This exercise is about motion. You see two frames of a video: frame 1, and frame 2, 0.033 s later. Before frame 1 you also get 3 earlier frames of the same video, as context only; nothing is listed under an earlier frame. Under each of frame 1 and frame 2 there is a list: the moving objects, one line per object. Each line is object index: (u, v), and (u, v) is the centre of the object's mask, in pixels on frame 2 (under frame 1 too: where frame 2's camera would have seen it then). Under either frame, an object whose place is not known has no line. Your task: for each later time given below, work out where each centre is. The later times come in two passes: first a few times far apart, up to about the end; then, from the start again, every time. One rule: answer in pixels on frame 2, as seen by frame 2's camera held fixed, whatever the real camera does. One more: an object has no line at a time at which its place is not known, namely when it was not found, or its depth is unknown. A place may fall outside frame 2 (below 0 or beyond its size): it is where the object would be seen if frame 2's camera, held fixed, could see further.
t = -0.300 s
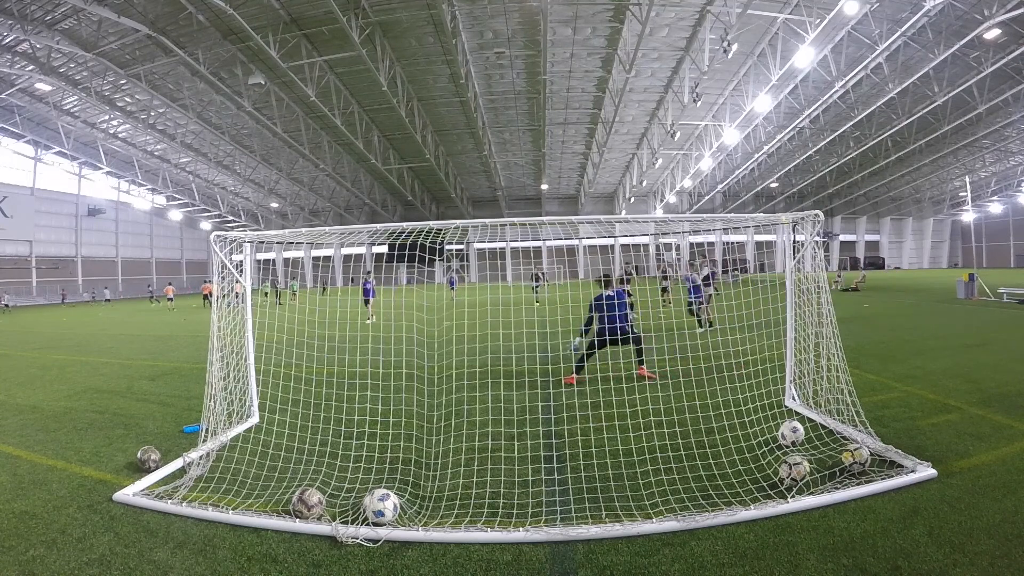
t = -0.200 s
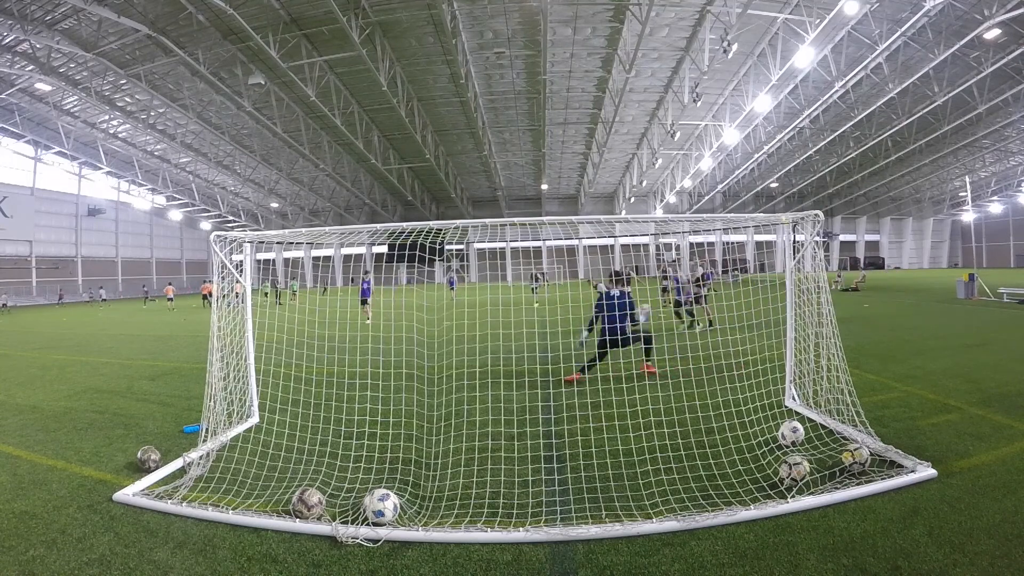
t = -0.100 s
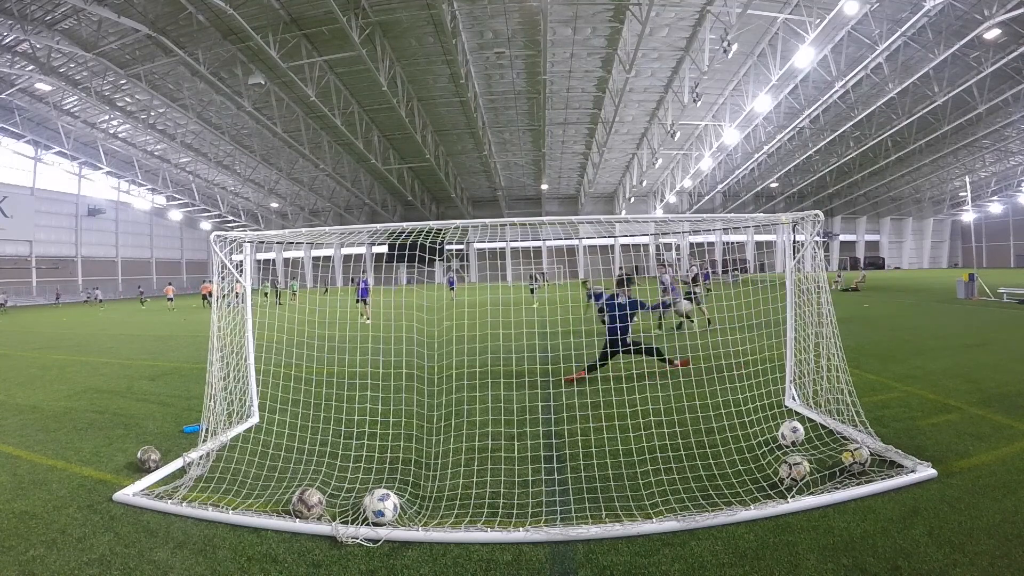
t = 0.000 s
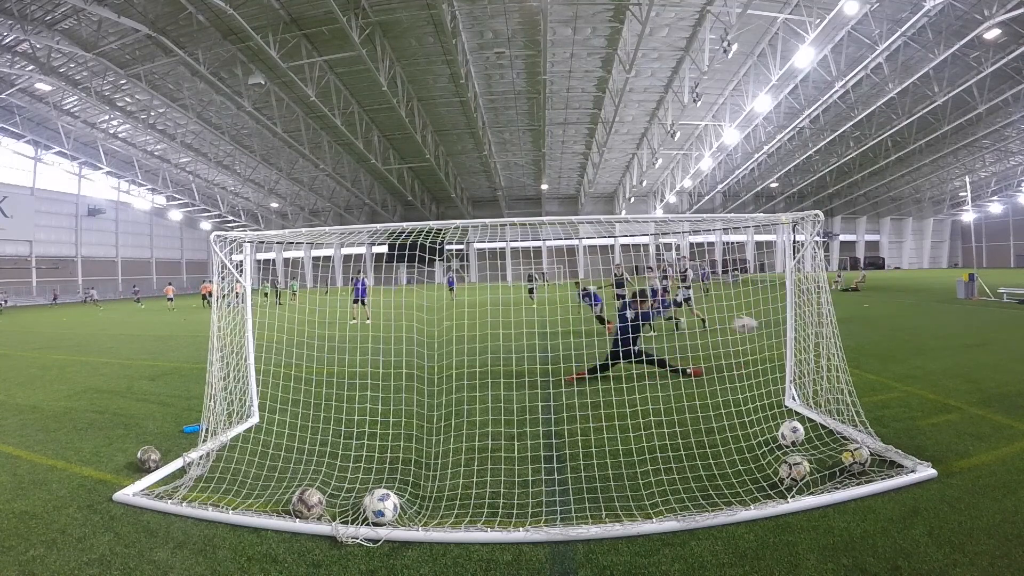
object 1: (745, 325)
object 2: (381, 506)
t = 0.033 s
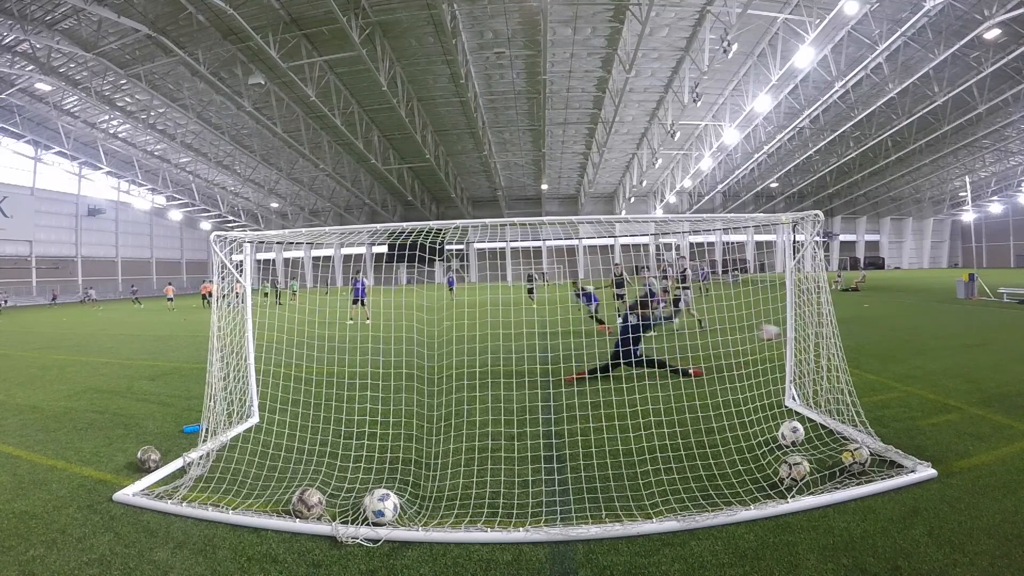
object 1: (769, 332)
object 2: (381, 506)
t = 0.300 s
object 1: (735, 438)
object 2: (381, 506)
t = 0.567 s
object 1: (647, 462)
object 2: (381, 506)
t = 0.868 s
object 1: (526, 511)
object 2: (381, 506)
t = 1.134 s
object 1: (439, 502)
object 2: (381, 506)
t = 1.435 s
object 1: (413, 487)
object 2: (360, 509)
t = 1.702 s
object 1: (404, 472)
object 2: (352, 509)
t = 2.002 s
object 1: (395, 459)
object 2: (353, 509)
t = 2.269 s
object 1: (390, 452)
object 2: (353, 509)
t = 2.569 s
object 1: (387, 445)
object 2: (353, 509)
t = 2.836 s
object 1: (385, 441)
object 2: (353, 509)
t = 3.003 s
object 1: (385, 438)
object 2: (353, 509)
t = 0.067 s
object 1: (778, 342)
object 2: (381, 506)
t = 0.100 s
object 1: (774, 350)
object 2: (381, 506)
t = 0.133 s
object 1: (769, 358)
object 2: (381, 506)
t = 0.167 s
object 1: (763, 369)
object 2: (381, 506)
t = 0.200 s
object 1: (758, 382)
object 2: (381, 506)
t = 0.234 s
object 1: (750, 397)
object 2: (381, 506)
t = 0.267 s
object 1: (743, 416)
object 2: (381, 506)
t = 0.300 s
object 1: (735, 438)
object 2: (381, 506)
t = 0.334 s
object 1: (725, 460)
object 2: (381, 506)
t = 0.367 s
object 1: (715, 458)
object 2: (381, 506)
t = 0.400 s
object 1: (706, 456)
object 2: (381, 506)
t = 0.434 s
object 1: (695, 454)
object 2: (381, 506)
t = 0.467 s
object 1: (683, 454)
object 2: (381, 506)
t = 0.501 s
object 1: (672, 455)
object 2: (381, 506)
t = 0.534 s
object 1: (660, 458)
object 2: (381, 506)
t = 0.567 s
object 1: (647, 462)
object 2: (381, 506)
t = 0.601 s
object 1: (634, 468)
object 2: (381, 506)
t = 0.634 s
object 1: (621, 476)
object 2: (381, 506)
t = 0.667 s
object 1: (607, 484)
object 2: (381, 506)
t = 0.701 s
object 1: (592, 496)
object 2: (381, 506)
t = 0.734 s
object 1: (579, 508)
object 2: (381, 506)
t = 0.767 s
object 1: (565, 510)
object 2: (381, 506)
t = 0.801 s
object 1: (553, 509)
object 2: (381, 506)
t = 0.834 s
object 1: (539, 509)
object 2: (382, 506)
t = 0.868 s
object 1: (526, 511)
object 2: (381, 506)
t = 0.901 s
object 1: (513, 513)
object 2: (381, 506)
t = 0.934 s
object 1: (501, 515)
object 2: (381, 506)
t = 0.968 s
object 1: (490, 511)
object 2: (381, 506)
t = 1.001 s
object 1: (479, 505)
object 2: (381, 506)
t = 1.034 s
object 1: (467, 502)
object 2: (381, 506)
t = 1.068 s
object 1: (458, 500)
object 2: (381, 506)
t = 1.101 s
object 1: (448, 500)
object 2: (381, 506)
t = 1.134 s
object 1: (439, 502)
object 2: (381, 506)
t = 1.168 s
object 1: (431, 504)
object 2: (381, 506)
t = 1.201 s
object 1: (422, 508)
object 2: (381, 506)
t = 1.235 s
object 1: (415, 504)
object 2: (380, 506)
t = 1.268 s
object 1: (415, 498)
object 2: (375, 507)
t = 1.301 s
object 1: (415, 491)
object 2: (370, 508)
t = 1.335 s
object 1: (414, 489)
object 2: (366, 509)
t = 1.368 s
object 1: (414, 487)
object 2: (362, 509)
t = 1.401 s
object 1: (414, 488)
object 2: (361, 509)
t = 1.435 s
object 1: (413, 487)
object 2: (360, 509)
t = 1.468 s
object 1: (413, 482)
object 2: (359, 510)
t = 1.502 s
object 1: (411, 480)
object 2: (358, 510)
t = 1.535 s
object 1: (410, 480)
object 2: (357, 510)
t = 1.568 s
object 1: (408, 478)
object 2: (354, 509)
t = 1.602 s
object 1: (408, 476)
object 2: (353, 509)
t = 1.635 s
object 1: (406, 474)
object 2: (353, 508)
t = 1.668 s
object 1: (405, 473)
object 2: (352, 509)
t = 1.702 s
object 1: (404, 472)
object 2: (352, 509)
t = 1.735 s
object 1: (403, 470)
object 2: (352, 509)
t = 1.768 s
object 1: (402, 469)
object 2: (352, 509)
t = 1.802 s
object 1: (401, 466)
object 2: (352, 509)
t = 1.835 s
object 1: (400, 466)
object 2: (352, 509)
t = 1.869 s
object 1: (399, 465)
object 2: (352, 509)
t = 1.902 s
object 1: (398, 463)
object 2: (353, 509)
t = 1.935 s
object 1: (397, 462)
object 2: (353, 509)
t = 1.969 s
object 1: (396, 461)
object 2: (353, 509)
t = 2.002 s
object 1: (395, 459)
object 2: (353, 509)
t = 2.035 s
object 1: (394, 458)
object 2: (354, 509)
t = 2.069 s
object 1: (393, 457)
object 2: (353, 509)
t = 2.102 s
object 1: (393, 457)
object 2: (353, 509)
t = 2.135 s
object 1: (392, 456)
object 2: (353, 509)
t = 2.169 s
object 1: (392, 455)
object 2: (353, 509)
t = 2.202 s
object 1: (390, 454)
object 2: (353, 509)
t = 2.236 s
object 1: (390, 453)
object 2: (353, 509)
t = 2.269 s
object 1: (390, 452)
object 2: (353, 509)
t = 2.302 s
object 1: (389, 450)
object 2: (353, 509)
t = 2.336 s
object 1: (388, 450)
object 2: (353, 509)
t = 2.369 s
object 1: (388, 450)
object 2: (353, 509)
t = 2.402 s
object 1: (387, 449)
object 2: (353, 509)
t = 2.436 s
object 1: (387, 448)
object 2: (353, 509)
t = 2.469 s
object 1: (387, 447)
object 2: (353, 509)
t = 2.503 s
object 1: (386, 446)
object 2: (353, 509)
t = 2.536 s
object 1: (387, 445)
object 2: (353, 509)
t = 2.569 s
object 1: (387, 445)
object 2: (353, 509)
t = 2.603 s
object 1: (386, 444)
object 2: (353, 509)
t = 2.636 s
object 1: (385, 443)
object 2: (353, 509)
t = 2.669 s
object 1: (385, 442)
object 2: (353, 509)
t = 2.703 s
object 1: (385, 442)
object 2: (353, 509)
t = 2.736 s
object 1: (385, 442)
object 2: (353, 509)
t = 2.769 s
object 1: (385, 442)
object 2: (353, 509)
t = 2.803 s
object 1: (385, 441)
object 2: (353, 509)
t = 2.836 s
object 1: (385, 441)
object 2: (353, 509)
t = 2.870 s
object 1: (385, 440)
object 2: (353, 509)
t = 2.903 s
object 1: (385, 440)
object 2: (353, 509)
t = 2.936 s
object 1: (385, 440)
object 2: (353, 509)
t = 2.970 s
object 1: (385, 439)
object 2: (353, 509)
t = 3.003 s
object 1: (385, 438)
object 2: (353, 509)
